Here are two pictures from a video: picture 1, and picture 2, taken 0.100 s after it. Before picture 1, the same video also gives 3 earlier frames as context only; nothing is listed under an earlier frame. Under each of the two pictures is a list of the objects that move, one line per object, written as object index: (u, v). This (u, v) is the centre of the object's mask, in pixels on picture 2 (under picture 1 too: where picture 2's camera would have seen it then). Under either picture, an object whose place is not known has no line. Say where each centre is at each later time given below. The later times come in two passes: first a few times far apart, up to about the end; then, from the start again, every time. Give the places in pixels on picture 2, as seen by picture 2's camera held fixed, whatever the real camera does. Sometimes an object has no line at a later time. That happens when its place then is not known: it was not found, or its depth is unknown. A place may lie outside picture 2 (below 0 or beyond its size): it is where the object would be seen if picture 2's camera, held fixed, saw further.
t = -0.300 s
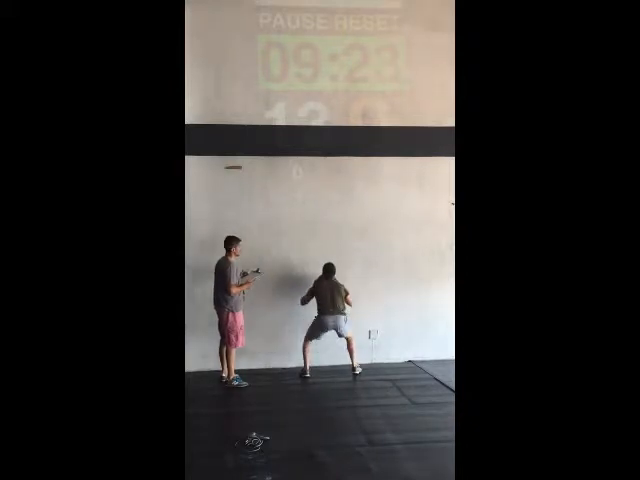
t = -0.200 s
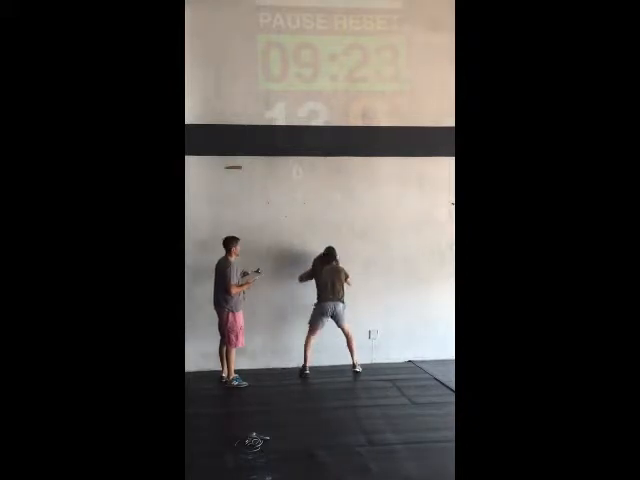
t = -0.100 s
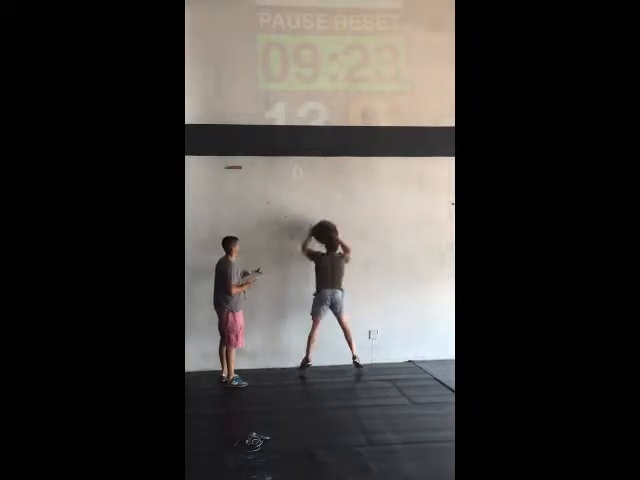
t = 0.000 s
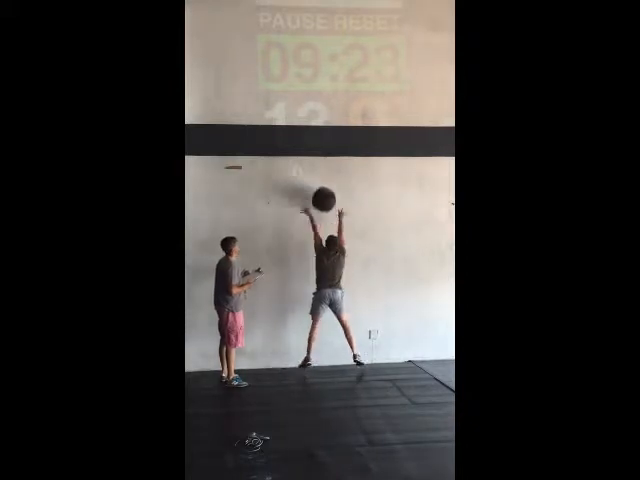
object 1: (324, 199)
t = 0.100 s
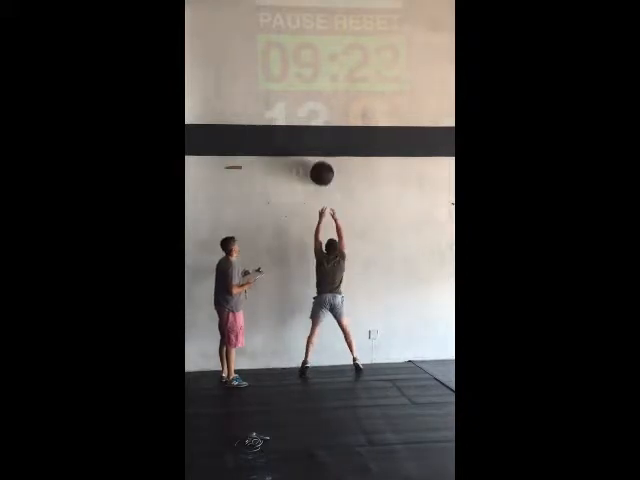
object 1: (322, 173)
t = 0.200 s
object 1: (319, 157)
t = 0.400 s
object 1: (319, 144)
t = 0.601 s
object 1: (319, 154)
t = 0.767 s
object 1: (320, 183)
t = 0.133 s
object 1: (321, 167)
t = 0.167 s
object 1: (320, 162)
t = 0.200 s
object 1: (319, 157)
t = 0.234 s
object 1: (320, 150)
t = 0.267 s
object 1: (317, 146)
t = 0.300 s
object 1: (318, 144)
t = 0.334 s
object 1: (318, 144)
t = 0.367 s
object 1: (318, 144)
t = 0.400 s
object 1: (319, 144)
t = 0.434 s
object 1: (319, 144)
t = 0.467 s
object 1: (319, 144)
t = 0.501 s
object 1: (319, 144)
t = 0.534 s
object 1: (318, 145)
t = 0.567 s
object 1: (320, 147)
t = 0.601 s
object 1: (319, 154)
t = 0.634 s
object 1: (319, 157)
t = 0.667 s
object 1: (320, 161)
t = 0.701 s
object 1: (320, 168)
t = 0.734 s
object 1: (320, 175)
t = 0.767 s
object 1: (320, 183)
